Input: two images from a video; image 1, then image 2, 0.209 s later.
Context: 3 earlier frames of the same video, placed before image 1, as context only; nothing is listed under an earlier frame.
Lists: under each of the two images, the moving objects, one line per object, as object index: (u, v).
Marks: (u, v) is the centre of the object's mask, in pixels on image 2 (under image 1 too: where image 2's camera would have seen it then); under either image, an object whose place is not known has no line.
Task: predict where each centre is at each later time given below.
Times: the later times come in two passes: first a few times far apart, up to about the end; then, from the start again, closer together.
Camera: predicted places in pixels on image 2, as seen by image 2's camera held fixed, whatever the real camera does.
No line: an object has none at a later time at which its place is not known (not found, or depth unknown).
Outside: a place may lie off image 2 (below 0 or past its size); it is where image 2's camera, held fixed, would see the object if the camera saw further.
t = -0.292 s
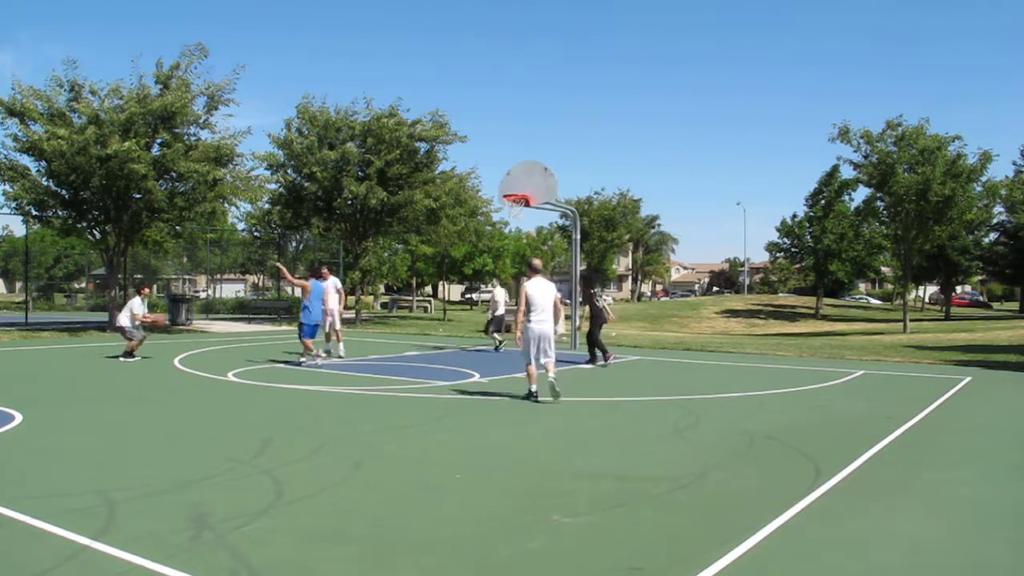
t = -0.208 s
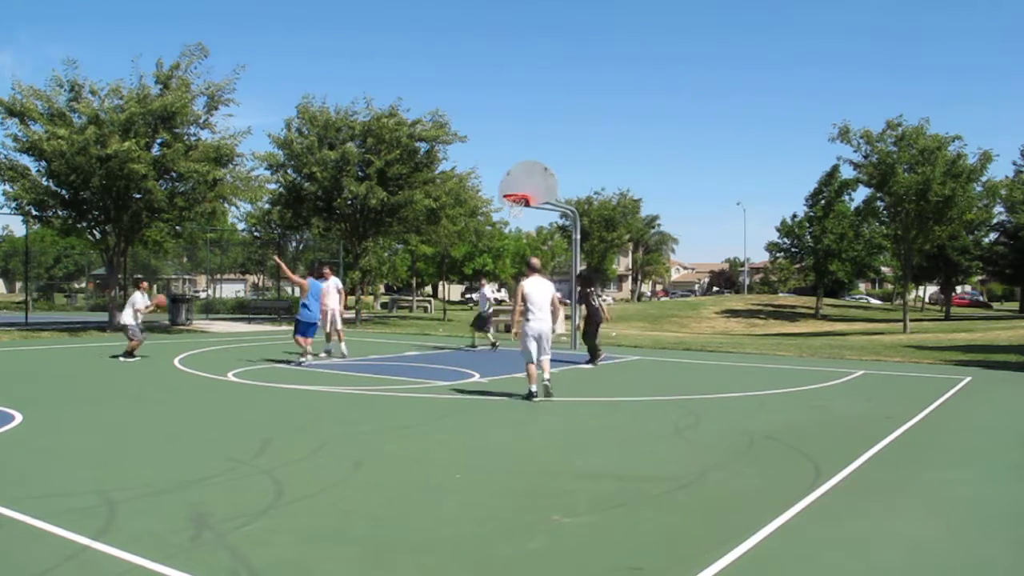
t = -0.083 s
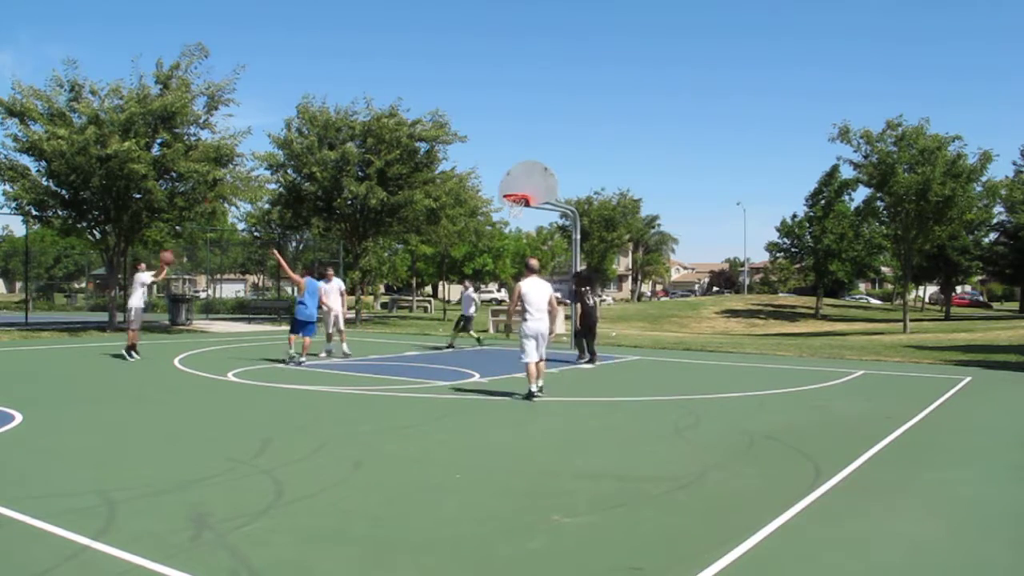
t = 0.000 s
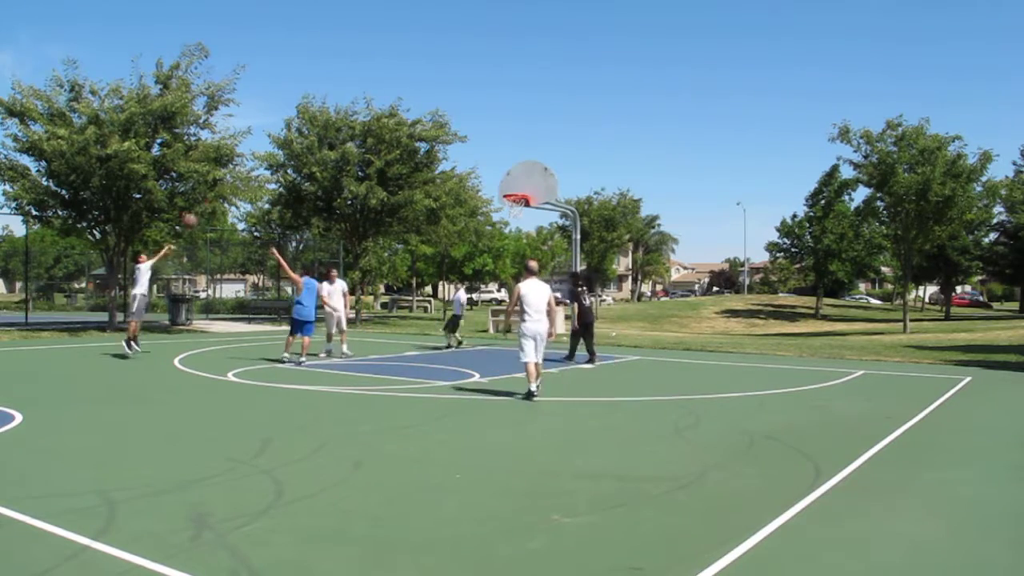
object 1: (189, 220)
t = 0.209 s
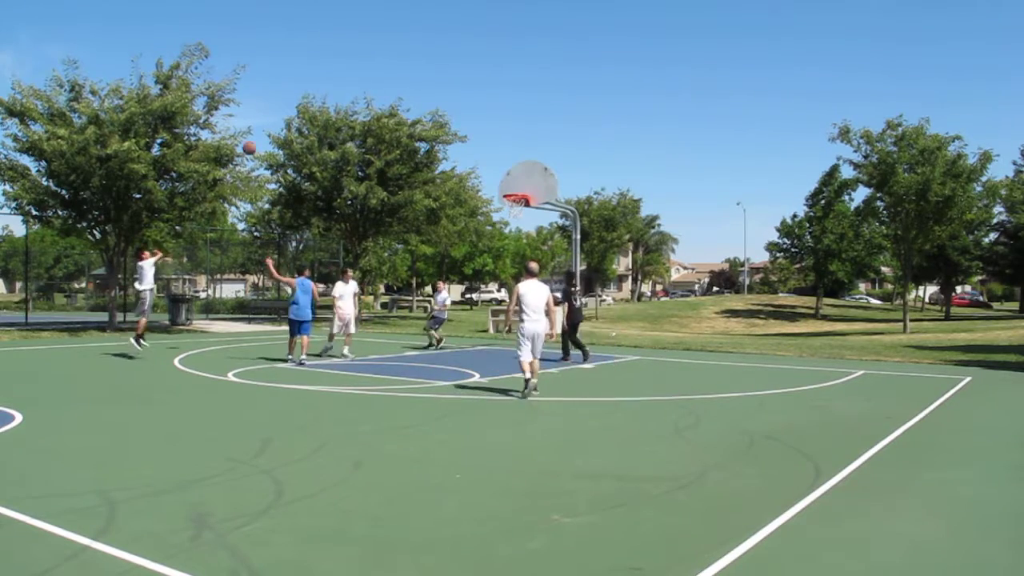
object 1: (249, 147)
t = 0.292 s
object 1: (271, 126)
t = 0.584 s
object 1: (347, 83)
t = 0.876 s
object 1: (418, 87)
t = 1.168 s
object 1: (484, 135)
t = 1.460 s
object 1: (521, 166)
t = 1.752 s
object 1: (506, 112)
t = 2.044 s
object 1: (492, 102)
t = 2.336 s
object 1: (477, 134)
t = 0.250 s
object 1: (260, 136)
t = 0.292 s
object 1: (271, 126)
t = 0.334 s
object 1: (283, 116)
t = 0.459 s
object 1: (315, 95)
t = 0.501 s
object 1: (326, 90)
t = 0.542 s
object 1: (337, 86)
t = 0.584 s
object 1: (347, 83)
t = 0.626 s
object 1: (357, 81)
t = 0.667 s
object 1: (367, 78)
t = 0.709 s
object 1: (378, 79)
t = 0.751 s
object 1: (388, 80)
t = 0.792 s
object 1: (398, 82)
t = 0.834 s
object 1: (408, 84)
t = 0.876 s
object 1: (418, 87)
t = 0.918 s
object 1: (428, 91)
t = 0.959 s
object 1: (438, 97)
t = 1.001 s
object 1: (447, 102)
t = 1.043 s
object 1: (456, 109)
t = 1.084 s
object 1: (466, 117)
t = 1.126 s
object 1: (475, 126)
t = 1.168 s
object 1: (484, 135)
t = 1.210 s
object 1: (493, 146)
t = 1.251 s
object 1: (502, 157)
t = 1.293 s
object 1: (511, 169)
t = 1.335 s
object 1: (520, 181)
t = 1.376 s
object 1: (526, 190)
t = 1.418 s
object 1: (524, 178)
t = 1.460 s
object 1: (521, 166)
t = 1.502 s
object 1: (519, 155)
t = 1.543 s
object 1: (517, 146)
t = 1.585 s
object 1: (515, 137)
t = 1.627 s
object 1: (513, 129)
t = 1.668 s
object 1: (511, 122)
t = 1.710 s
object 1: (508, 117)
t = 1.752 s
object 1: (506, 112)
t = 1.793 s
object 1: (505, 108)
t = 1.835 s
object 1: (503, 105)
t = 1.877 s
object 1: (501, 102)
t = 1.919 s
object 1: (498, 101)
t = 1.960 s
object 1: (496, 100)
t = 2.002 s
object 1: (494, 101)
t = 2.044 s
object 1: (492, 102)
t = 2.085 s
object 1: (490, 104)
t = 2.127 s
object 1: (488, 107)
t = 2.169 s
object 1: (486, 111)
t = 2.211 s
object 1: (483, 115)
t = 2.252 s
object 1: (481, 121)
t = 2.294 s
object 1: (479, 127)
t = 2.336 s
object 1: (477, 134)
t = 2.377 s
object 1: (475, 142)
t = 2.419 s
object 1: (473, 150)
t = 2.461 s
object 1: (471, 160)
